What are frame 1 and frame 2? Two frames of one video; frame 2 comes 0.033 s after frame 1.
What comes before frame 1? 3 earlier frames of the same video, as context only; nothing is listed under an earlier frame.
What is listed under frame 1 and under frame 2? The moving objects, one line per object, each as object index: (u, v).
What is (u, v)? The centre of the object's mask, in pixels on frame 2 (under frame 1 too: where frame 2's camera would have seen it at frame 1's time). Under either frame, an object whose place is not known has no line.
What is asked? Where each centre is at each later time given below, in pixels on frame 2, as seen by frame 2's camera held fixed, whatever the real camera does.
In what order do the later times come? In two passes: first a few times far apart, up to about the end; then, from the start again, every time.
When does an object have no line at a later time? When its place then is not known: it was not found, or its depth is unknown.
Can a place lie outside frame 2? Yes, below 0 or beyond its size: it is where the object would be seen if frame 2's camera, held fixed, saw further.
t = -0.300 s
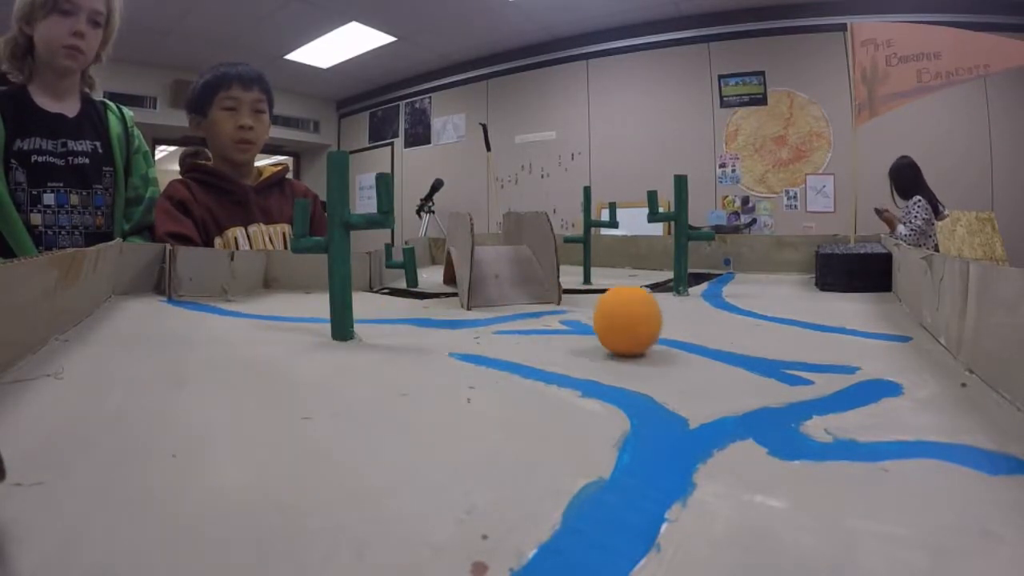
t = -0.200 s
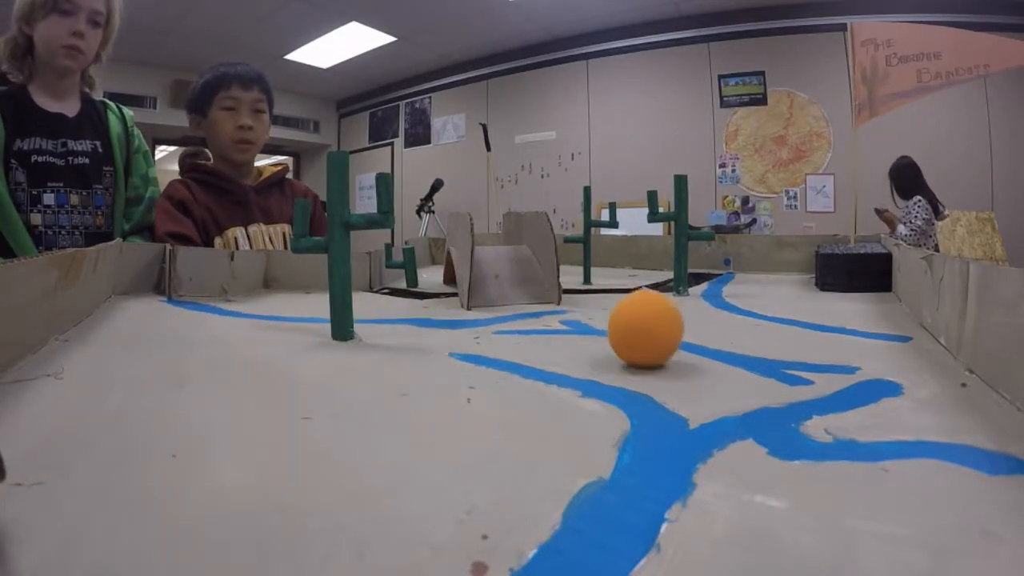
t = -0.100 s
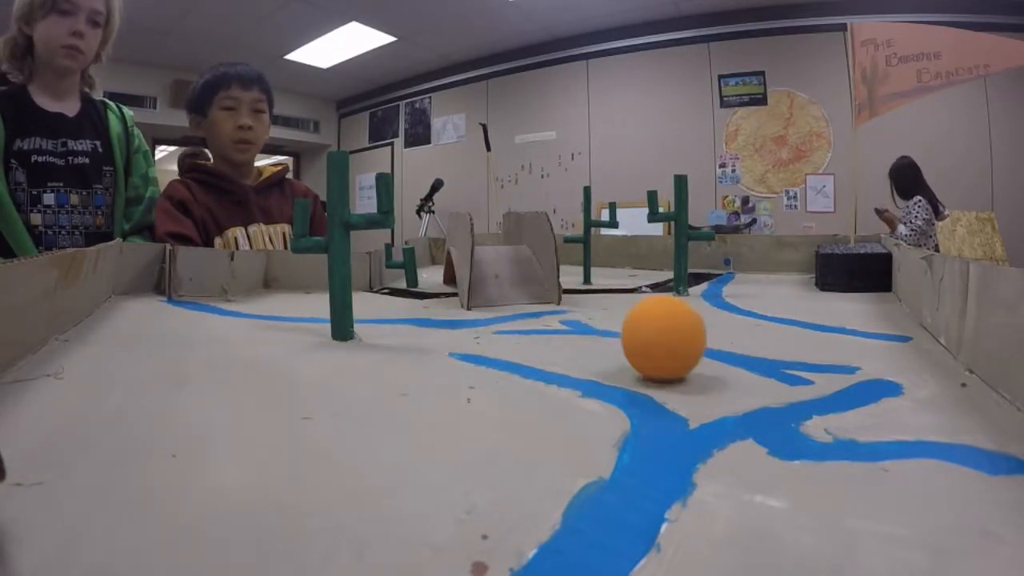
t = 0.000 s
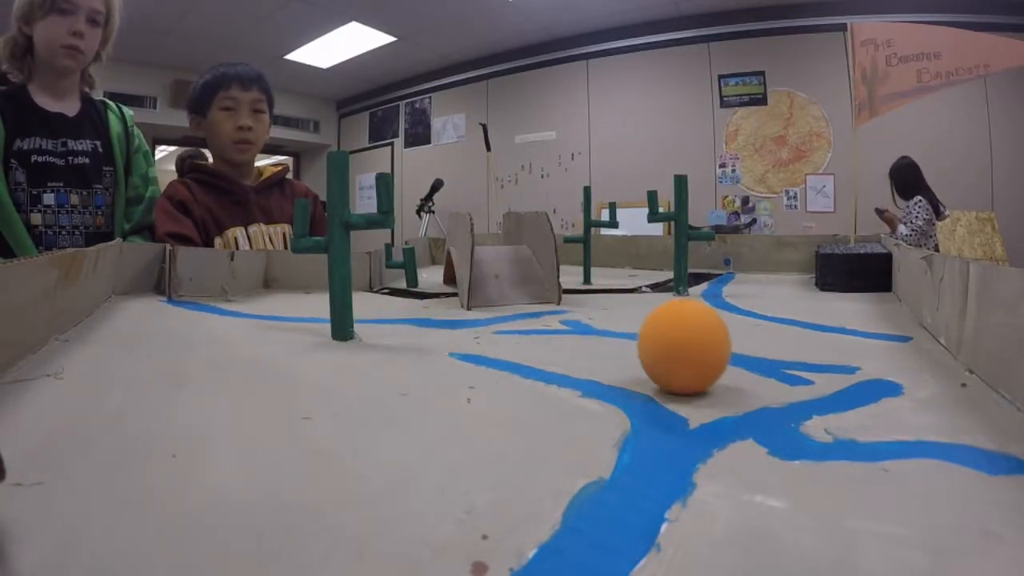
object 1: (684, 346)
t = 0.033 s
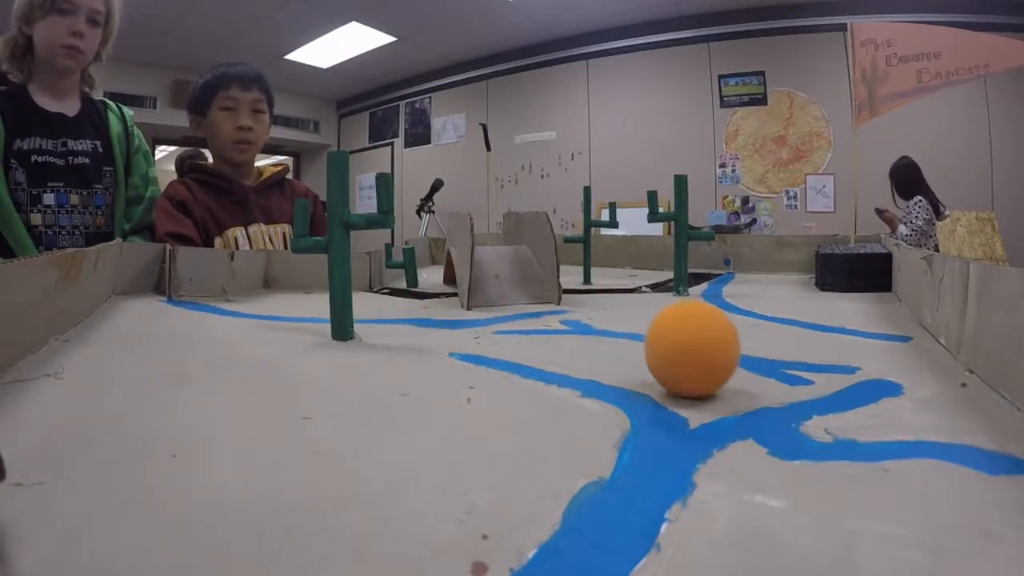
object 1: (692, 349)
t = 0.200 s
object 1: (728, 363)
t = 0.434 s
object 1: (733, 371)
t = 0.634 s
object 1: (707, 369)
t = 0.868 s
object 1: (658, 359)
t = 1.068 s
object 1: (621, 347)
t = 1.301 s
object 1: (568, 335)
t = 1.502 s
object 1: (538, 327)
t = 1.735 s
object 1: (520, 318)
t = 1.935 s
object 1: (508, 311)
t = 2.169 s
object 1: (492, 305)
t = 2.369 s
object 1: (478, 302)
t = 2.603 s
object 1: (465, 299)
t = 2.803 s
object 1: (461, 297)
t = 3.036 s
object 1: (459, 295)
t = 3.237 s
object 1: (461, 294)
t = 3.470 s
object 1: (461, 295)
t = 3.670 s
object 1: (461, 297)
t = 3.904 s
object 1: (458, 298)
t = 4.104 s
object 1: (445, 299)
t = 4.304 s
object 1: (449, 299)
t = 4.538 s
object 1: (451, 298)
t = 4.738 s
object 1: (449, 298)
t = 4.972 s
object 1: (449, 298)
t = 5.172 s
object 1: (449, 299)
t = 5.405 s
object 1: (449, 299)
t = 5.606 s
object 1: (449, 299)
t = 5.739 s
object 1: (449, 299)
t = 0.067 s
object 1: (700, 352)
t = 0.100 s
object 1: (708, 355)
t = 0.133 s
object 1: (716, 358)
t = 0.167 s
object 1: (722, 361)
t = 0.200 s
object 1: (728, 363)
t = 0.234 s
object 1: (733, 365)
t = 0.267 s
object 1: (737, 367)
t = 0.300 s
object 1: (738, 368)
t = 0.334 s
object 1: (739, 369)
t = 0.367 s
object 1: (738, 370)
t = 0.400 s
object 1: (736, 370)
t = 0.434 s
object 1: (733, 371)
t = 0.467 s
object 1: (729, 371)
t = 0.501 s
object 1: (725, 371)
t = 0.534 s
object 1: (720, 371)
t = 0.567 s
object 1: (716, 370)
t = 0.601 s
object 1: (712, 369)
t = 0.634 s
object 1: (707, 369)
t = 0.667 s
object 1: (701, 368)
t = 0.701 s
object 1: (694, 367)
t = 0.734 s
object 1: (687, 366)
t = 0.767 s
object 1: (679, 366)
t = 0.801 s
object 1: (670, 364)
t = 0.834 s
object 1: (664, 361)
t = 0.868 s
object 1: (658, 359)
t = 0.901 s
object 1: (654, 356)
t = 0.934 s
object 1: (649, 354)
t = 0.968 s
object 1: (643, 352)
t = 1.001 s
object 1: (636, 350)
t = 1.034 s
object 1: (629, 349)
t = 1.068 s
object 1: (621, 347)
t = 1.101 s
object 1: (613, 345)
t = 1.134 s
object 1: (605, 344)
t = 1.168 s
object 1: (597, 342)
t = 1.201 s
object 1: (590, 340)
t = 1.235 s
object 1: (582, 339)
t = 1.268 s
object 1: (574, 338)
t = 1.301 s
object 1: (568, 335)
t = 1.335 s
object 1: (561, 334)
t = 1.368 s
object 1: (556, 332)
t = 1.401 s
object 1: (551, 331)
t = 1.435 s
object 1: (547, 329)
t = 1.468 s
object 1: (543, 328)
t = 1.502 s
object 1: (538, 327)
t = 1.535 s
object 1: (534, 325)
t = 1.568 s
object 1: (531, 324)
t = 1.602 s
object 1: (528, 323)
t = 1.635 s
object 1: (526, 322)
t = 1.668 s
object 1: (524, 321)
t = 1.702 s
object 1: (522, 319)
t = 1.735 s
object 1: (520, 318)
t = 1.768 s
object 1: (518, 316)
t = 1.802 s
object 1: (516, 315)
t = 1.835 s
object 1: (514, 314)
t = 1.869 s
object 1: (513, 313)
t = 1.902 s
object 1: (511, 312)
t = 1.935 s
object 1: (508, 311)
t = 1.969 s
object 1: (505, 310)
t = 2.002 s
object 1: (502, 309)
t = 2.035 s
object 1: (500, 308)
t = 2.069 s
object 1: (497, 308)
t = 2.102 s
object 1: (496, 307)
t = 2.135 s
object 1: (494, 306)
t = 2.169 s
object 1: (492, 305)
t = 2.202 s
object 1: (491, 304)
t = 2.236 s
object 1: (488, 304)
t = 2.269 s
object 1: (486, 303)
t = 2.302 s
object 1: (484, 302)
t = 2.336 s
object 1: (481, 302)
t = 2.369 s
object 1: (478, 302)
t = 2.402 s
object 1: (476, 301)
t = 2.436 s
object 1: (473, 301)
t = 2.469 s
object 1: (471, 301)
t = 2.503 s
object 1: (469, 300)
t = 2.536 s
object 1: (467, 300)
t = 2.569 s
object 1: (466, 299)
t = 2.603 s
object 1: (465, 299)
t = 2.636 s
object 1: (464, 299)
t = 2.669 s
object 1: (463, 299)
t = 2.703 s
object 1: (463, 298)
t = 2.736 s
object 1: (462, 298)
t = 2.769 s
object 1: (462, 297)
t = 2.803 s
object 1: (461, 297)
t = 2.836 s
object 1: (460, 297)
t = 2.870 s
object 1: (460, 296)
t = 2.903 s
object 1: (459, 296)
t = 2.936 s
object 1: (459, 295)
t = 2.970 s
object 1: (459, 295)
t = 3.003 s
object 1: (459, 295)
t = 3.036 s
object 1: (459, 295)
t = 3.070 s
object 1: (460, 295)
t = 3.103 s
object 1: (460, 294)
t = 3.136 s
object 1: (461, 294)
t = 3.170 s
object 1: (461, 294)
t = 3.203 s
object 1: (461, 294)
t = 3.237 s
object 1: (461, 294)
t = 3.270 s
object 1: (461, 294)
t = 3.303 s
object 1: (461, 294)
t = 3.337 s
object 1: (461, 294)
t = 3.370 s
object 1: (461, 295)
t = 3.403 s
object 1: (461, 295)
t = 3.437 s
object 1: (461, 295)
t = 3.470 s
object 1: (461, 295)
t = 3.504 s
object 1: (461, 296)
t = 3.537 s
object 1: (461, 296)
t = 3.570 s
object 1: (461, 296)
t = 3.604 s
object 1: (461, 296)
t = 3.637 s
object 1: (461, 297)
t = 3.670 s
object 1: (461, 297)
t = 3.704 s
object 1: (461, 297)
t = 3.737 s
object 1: (461, 297)
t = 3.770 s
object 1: (461, 297)
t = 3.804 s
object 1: (461, 297)
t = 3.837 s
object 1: (460, 297)
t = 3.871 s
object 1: (459, 298)
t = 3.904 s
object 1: (458, 298)
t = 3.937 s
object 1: (456, 298)
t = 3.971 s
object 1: (454, 298)
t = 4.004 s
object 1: (452, 299)
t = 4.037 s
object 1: (450, 299)
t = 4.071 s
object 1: (447, 299)
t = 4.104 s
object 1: (445, 299)
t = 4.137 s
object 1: (444, 299)
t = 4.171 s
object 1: (444, 299)
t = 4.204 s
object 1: (444, 299)
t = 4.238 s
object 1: (445, 299)
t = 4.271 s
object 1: (447, 299)
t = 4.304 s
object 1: (449, 299)
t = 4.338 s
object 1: (450, 299)
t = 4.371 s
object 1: (451, 298)
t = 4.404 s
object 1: (452, 299)
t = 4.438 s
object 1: (452, 298)
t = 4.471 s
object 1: (452, 298)
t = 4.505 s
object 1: (452, 298)
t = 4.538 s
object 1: (451, 298)
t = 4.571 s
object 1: (450, 298)
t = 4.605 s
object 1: (449, 299)
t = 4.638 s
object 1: (448, 299)
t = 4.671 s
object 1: (448, 299)
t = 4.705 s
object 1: (448, 299)
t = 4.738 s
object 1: (449, 298)
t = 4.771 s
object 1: (450, 298)
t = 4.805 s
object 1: (450, 298)
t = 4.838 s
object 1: (450, 298)
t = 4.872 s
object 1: (450, 299)
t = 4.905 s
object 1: (450, 298)
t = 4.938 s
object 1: (449, 299)
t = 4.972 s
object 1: (449, 298)
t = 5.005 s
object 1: (449, 298)
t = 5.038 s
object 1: (449, 299)
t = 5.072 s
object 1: (449, 299)
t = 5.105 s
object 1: (449, 299)
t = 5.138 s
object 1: (449, 299)
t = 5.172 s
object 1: (449, 299)
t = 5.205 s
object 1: (449, 299)
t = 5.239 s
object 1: (449, 299)
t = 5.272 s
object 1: (449, 299)
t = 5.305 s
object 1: (449, 299)
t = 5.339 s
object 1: (449, 299)
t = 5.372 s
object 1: (449, 299)
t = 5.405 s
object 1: (449, 299)
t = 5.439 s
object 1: (449, 299)
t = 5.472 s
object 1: (449, 299)
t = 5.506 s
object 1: (449, 299)
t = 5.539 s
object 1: (449, 299)
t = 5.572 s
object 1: (449, 299)
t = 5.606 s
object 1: (449, 299)
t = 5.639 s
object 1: (449, 299)
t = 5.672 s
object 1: (449, 299)
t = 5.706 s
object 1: (449, 299)
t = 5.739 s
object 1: (449, 299)
